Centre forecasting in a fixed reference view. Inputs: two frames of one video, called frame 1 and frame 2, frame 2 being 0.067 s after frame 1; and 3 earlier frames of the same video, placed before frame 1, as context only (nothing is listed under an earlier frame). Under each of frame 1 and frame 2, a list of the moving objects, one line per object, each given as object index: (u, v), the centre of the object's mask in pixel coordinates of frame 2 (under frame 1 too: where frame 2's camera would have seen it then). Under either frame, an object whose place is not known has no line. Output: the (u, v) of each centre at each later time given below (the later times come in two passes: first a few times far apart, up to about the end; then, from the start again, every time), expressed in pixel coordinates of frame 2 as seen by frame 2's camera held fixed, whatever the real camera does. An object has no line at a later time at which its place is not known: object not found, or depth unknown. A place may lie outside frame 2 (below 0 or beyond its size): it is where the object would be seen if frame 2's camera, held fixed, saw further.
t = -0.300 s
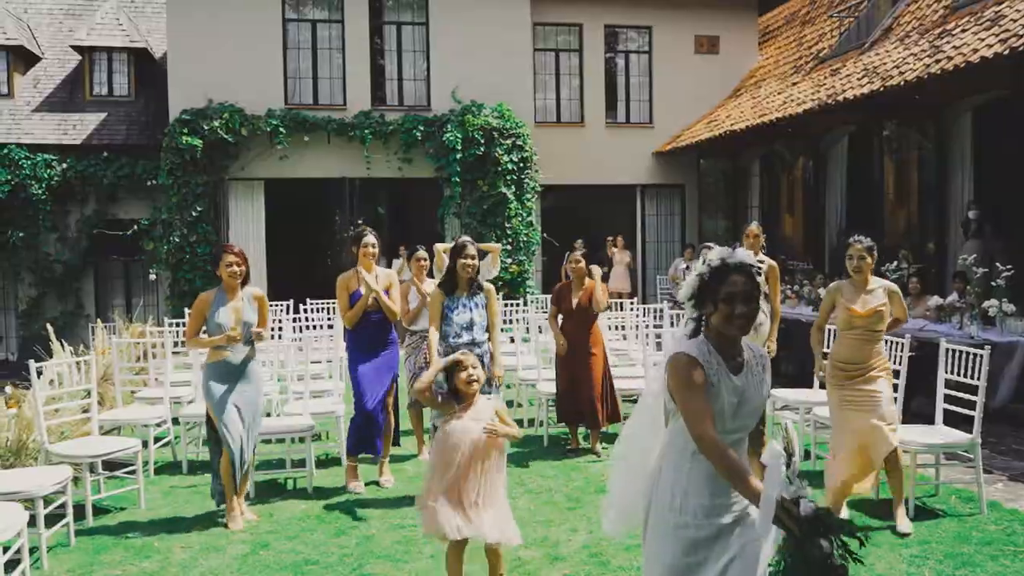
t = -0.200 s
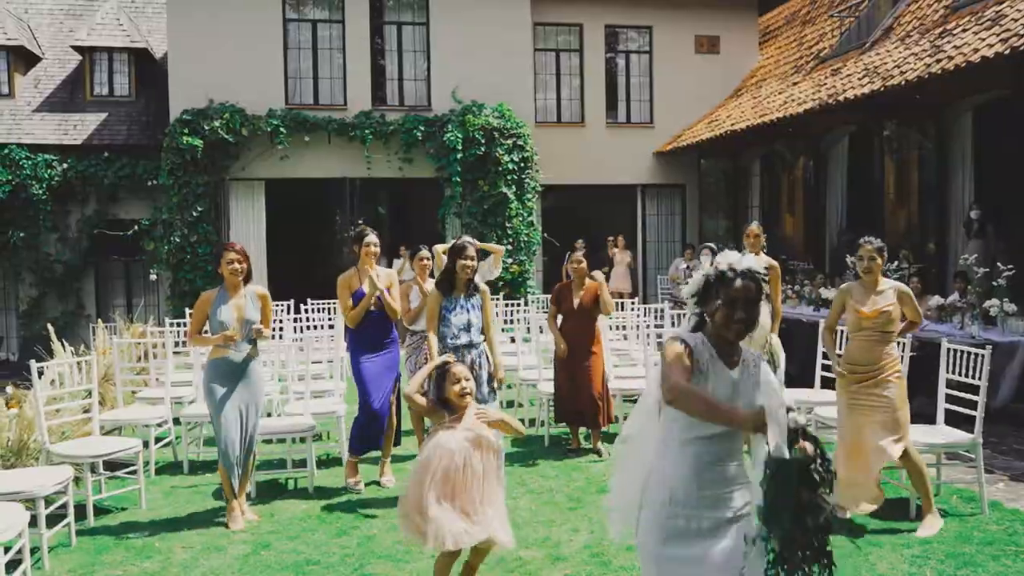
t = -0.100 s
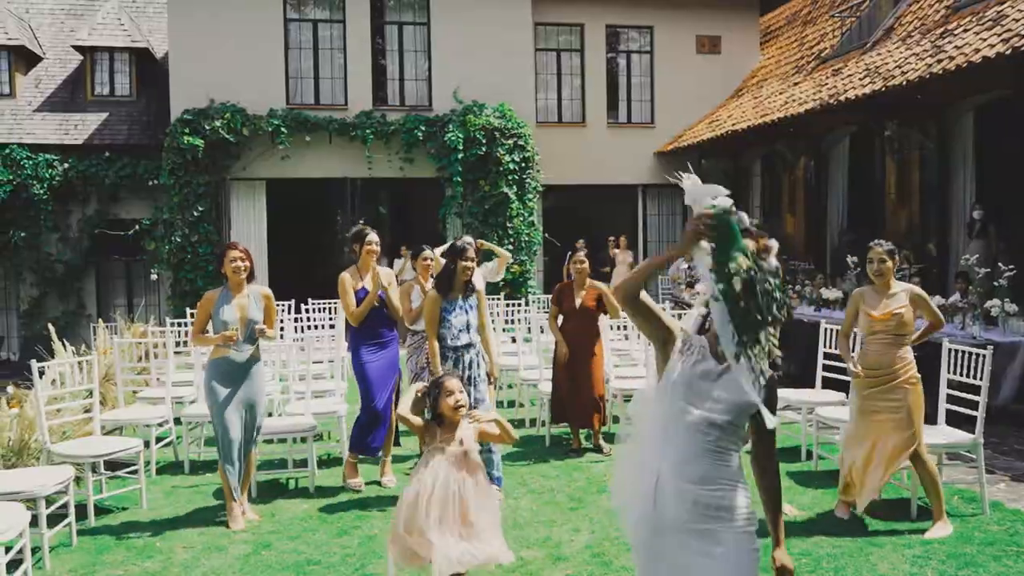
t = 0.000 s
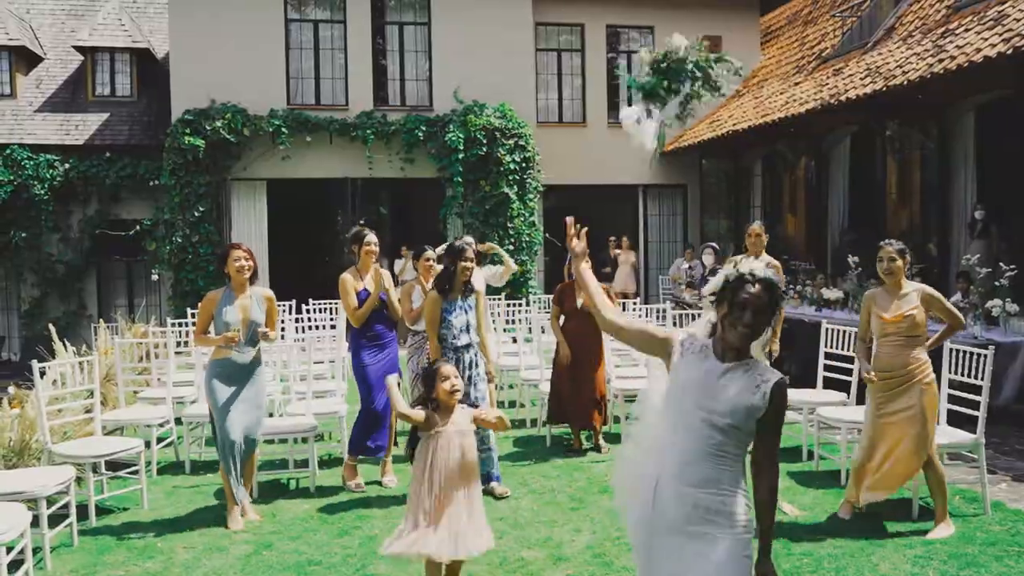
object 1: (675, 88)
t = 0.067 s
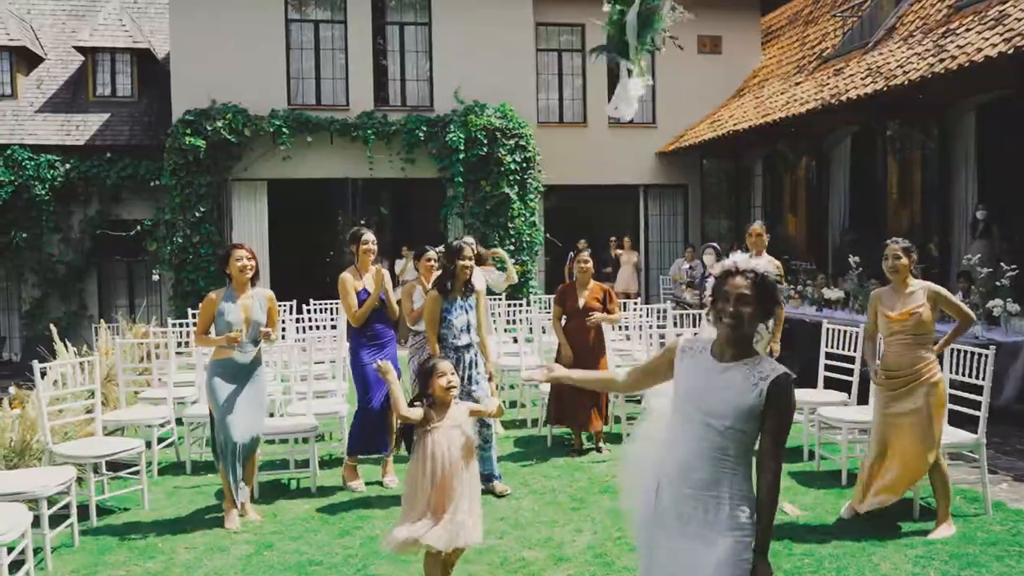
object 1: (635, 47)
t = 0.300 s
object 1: (584, 17)
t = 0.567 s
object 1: (513, 47)
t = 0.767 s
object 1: (485, 154)
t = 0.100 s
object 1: (620, 42)
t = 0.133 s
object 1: (612, 36)
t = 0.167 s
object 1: (605, 29)
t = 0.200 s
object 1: (599, 30)
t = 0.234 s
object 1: (595, 24)
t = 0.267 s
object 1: (592, 20)
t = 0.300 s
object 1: (584, 17)
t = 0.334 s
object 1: (577, 16)
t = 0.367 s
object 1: (565, 16)
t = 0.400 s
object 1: (555, 18)
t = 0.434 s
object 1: (546, 21)
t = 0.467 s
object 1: (537, 24)
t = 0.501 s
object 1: (528, 29)
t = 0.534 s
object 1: (519, 35)
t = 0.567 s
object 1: (513, 47)
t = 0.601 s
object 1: (508, 60)
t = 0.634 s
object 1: (503, 74)
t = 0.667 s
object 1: (497, 93)
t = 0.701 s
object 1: (495, 114)
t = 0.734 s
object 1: (490, 133)
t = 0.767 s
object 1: (485, 154)
